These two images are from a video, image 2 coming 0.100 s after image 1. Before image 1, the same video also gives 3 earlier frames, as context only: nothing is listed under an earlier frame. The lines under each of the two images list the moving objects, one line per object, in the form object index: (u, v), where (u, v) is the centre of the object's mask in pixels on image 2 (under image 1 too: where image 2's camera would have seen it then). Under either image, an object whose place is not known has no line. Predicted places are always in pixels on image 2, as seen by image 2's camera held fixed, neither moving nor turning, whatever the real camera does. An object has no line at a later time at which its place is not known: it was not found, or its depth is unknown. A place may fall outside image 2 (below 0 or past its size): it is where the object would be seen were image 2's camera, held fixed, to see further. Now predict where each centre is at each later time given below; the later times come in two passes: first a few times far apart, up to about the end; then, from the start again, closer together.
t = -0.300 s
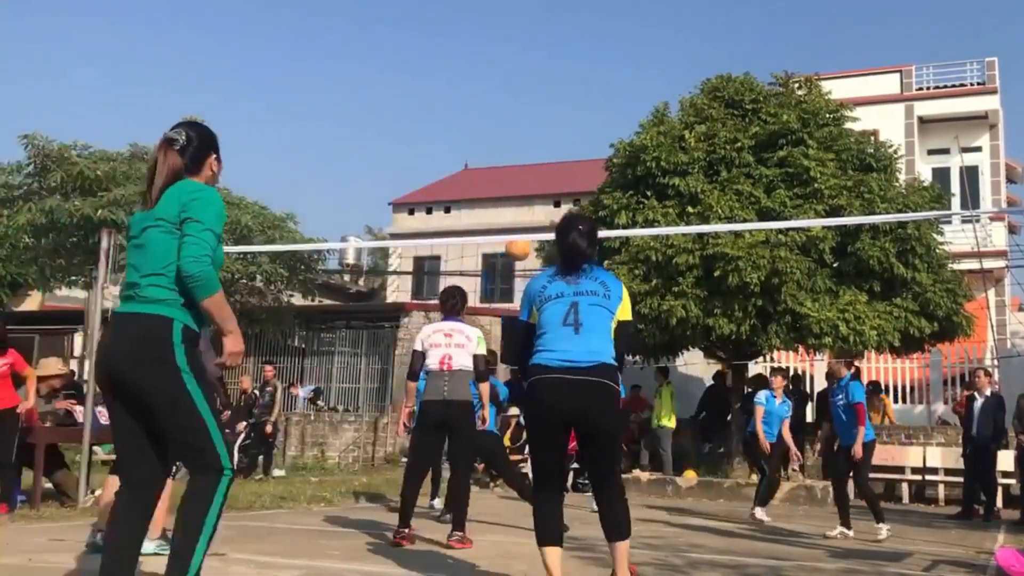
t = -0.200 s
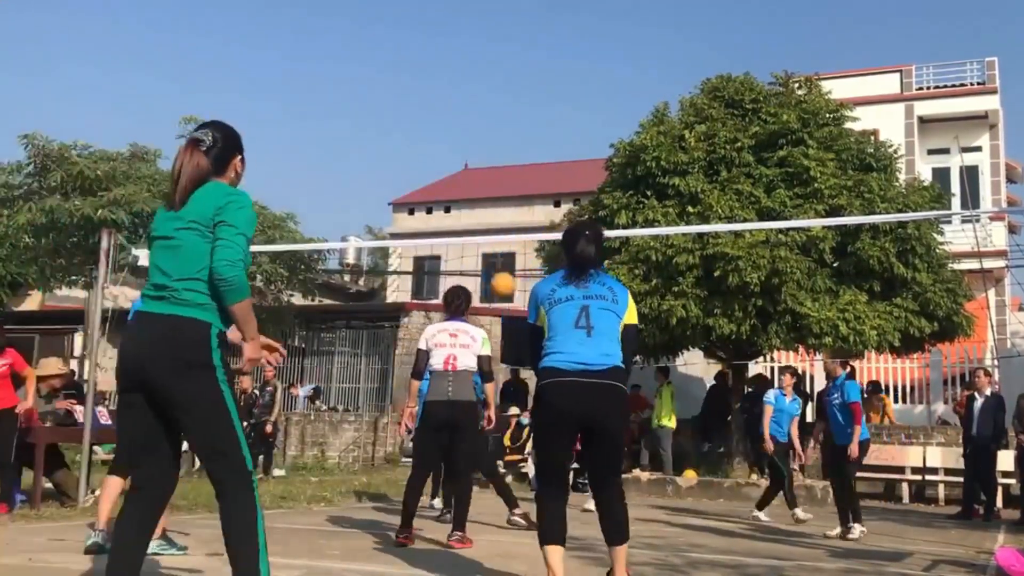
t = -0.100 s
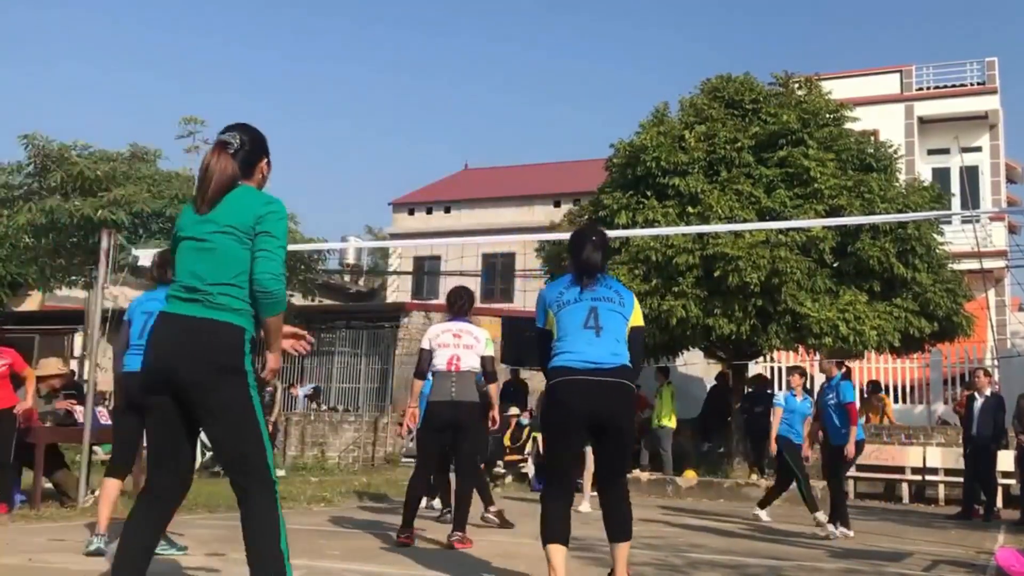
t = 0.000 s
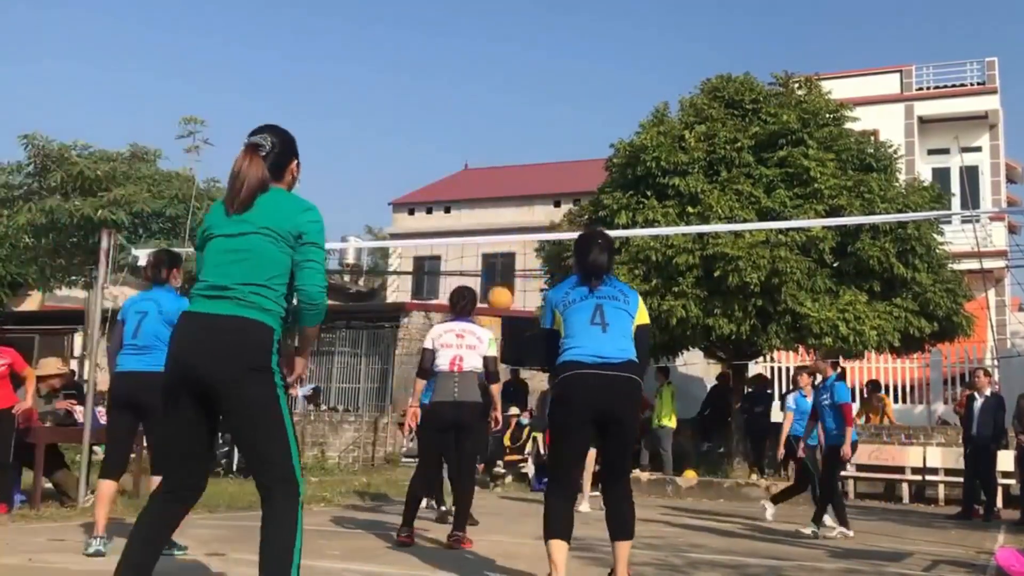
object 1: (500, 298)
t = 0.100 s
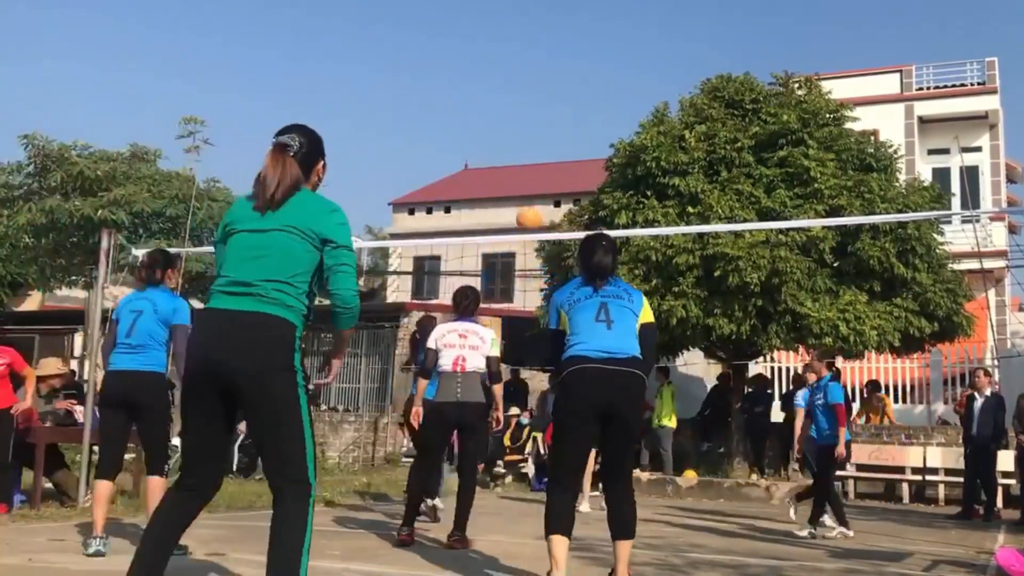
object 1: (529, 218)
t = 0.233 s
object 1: (563, 132)
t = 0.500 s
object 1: (623, 20)
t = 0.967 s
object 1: (723, 12)
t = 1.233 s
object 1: (775, 116)
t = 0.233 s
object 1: (563, 132)
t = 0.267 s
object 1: (571, 114)
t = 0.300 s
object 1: (579, 97)
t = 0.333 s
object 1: (586, 81)
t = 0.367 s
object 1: (593, 66)
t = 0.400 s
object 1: (601, 53)
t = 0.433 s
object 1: (609, 41)
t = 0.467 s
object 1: (616, 30)
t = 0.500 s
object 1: (623, 20)
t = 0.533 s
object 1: (631, 12)
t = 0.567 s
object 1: (638, 8)
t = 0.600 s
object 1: (645, 6)
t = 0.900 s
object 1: (709, 5)
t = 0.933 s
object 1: (716, 8)
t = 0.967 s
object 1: (723, 12)
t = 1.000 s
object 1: (730, 19)
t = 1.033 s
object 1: (737, 29)
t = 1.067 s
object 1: (743, 40)
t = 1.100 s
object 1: (750, 52)
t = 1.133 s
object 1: (756, 66)
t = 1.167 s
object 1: (763, 81)
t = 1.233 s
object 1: (775, 116)
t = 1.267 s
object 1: (781, 136)
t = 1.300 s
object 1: (787, 157)
